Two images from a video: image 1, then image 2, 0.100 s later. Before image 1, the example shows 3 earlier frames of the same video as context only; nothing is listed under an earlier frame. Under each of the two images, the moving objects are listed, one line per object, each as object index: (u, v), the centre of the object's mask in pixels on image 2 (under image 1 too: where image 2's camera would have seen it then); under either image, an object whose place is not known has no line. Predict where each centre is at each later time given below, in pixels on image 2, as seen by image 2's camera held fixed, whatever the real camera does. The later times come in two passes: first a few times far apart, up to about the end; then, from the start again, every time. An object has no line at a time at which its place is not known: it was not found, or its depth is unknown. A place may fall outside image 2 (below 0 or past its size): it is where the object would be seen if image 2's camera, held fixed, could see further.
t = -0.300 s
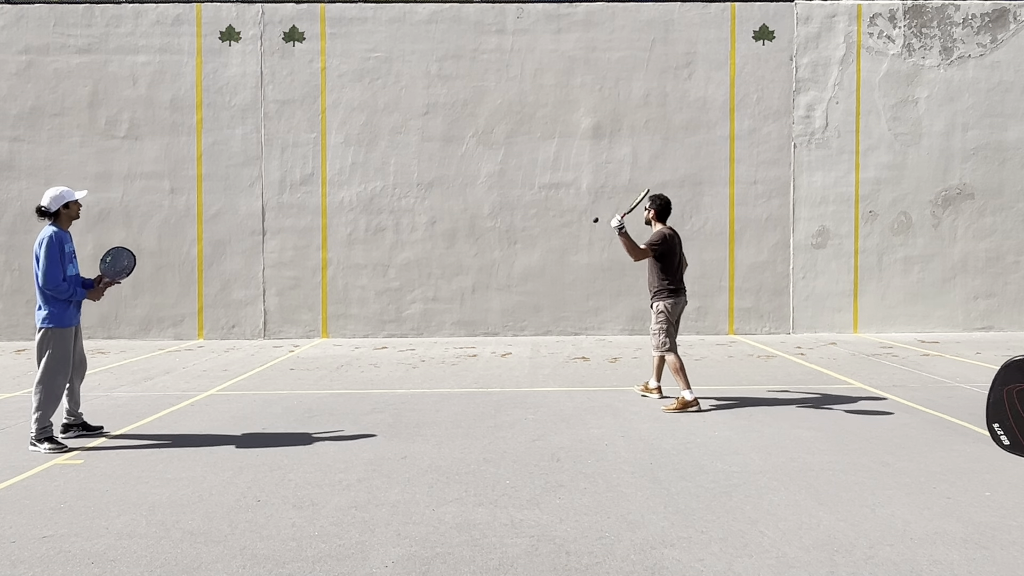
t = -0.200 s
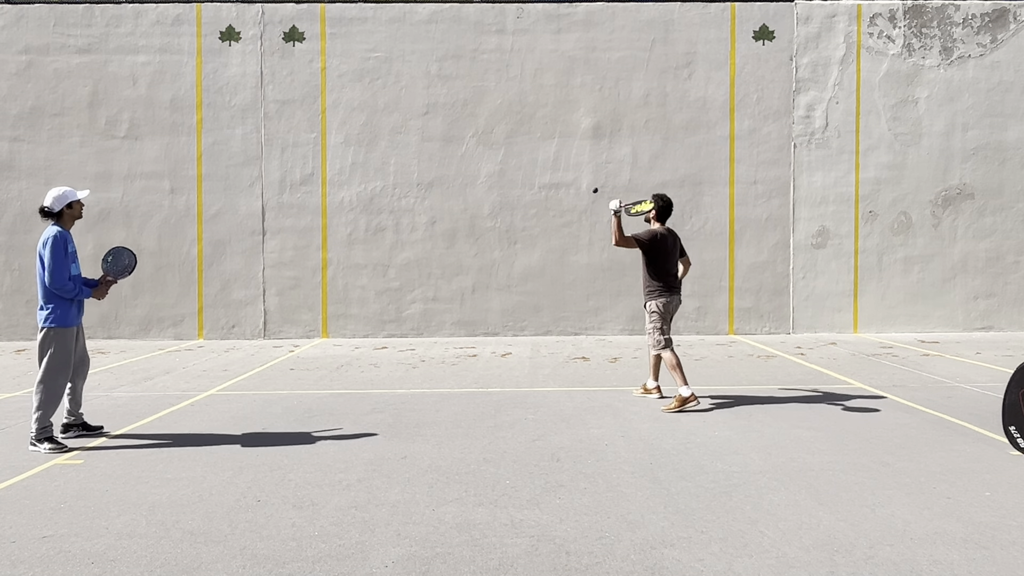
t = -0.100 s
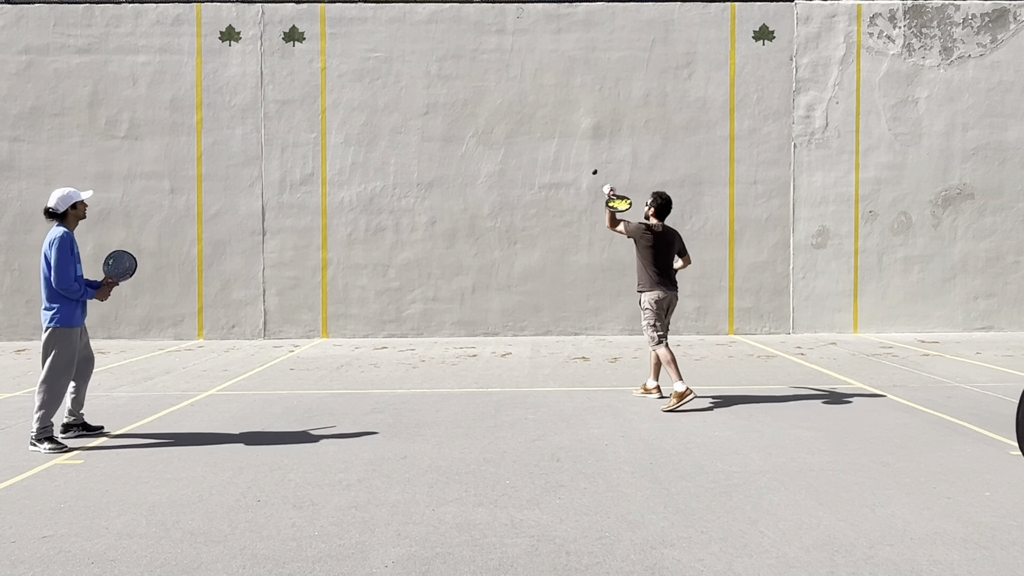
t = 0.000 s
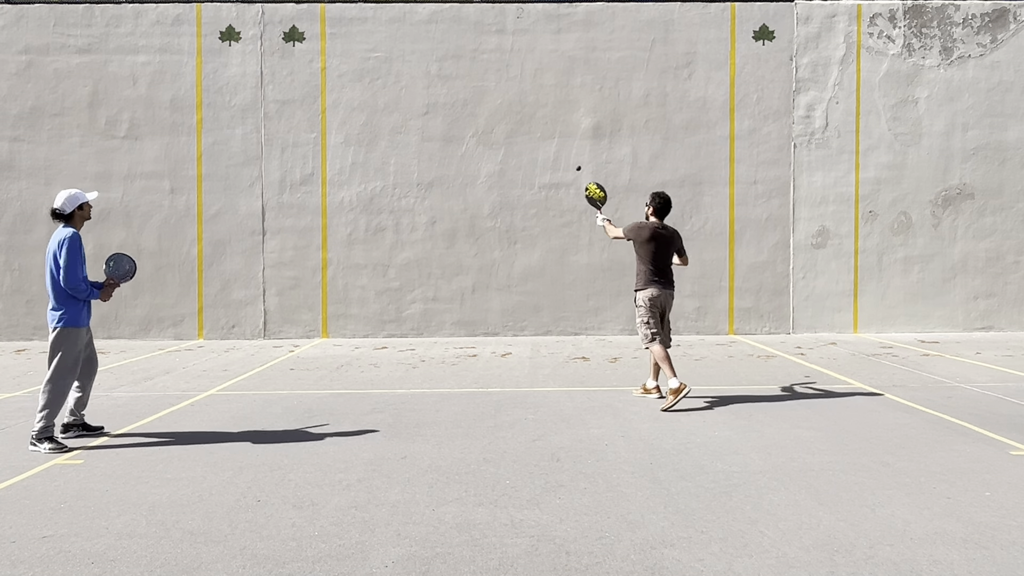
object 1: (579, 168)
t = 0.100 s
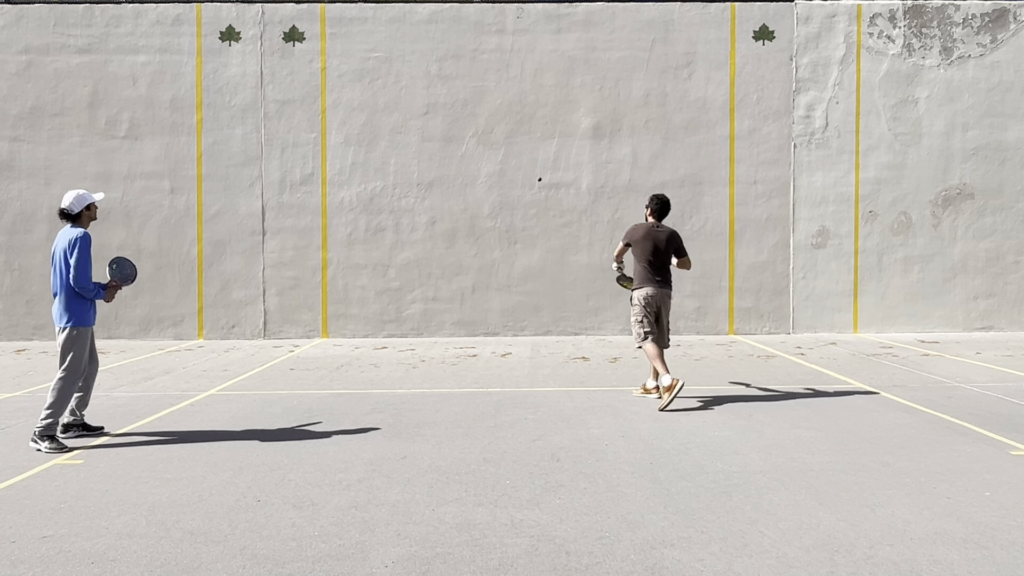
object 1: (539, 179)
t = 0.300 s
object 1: (502, 188)
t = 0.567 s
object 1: (447, 217)
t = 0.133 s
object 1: (531, 183)
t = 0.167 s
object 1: (523, 188)
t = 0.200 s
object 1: (516, 192)
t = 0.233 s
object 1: (511, 191)
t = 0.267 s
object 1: (507, 189)
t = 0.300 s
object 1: (502, 188)
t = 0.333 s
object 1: (497, 188)
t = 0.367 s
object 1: (491, 189)
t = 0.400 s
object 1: (485, 190)
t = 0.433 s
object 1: (479, 193)
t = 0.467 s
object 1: (472, 197)
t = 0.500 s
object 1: (464, 202)
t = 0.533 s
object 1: (456, 209)
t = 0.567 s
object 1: (447, 217)
